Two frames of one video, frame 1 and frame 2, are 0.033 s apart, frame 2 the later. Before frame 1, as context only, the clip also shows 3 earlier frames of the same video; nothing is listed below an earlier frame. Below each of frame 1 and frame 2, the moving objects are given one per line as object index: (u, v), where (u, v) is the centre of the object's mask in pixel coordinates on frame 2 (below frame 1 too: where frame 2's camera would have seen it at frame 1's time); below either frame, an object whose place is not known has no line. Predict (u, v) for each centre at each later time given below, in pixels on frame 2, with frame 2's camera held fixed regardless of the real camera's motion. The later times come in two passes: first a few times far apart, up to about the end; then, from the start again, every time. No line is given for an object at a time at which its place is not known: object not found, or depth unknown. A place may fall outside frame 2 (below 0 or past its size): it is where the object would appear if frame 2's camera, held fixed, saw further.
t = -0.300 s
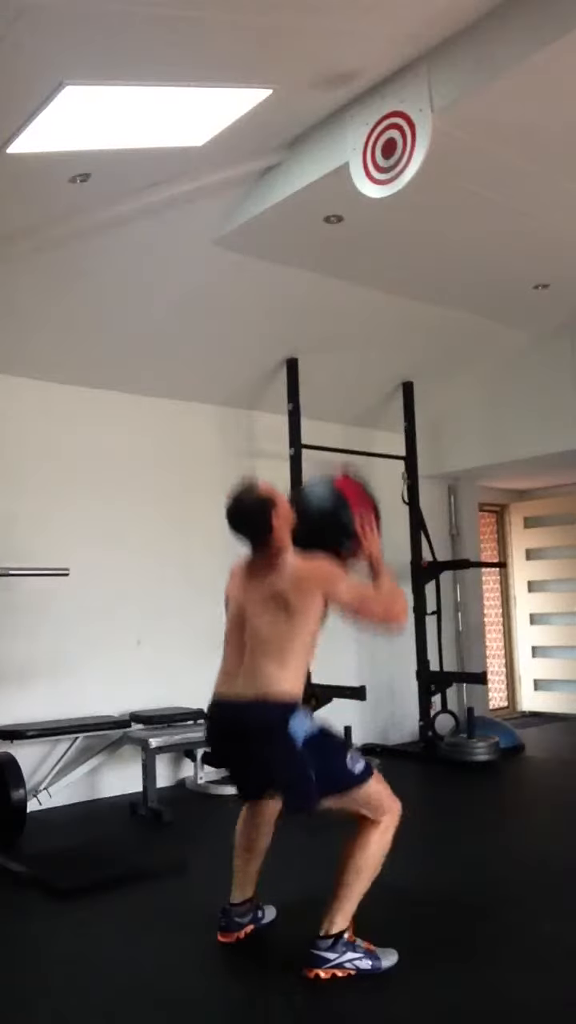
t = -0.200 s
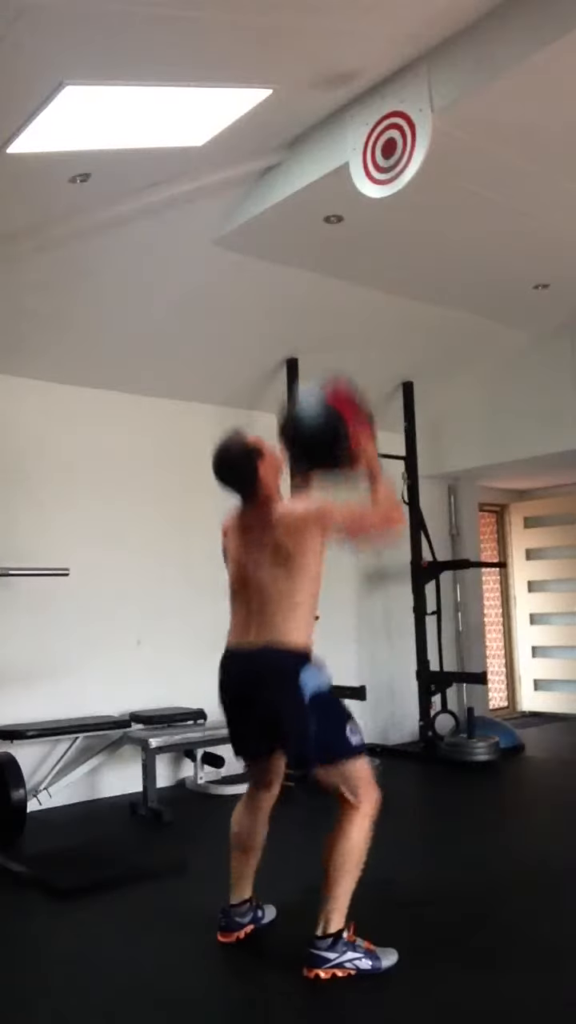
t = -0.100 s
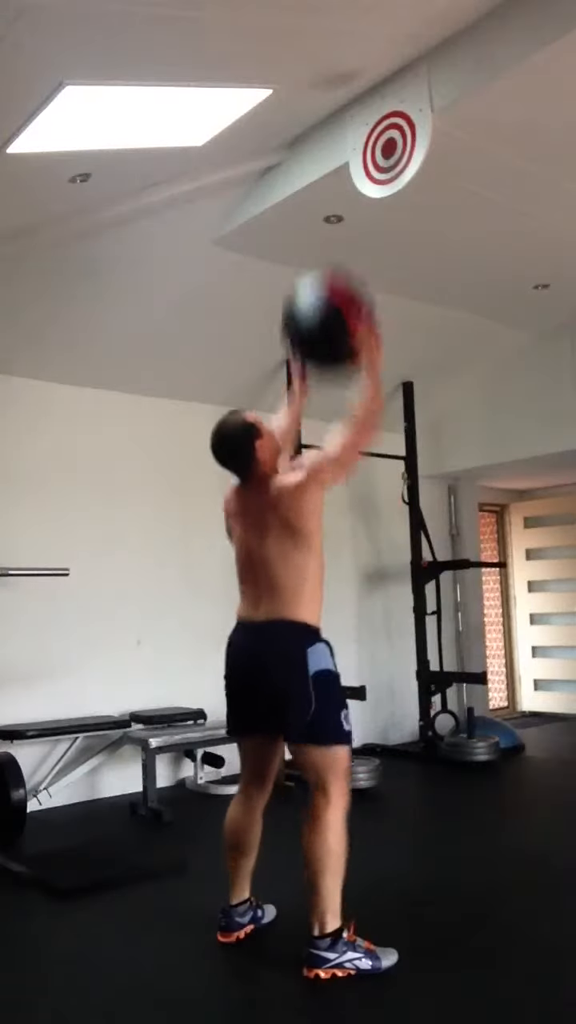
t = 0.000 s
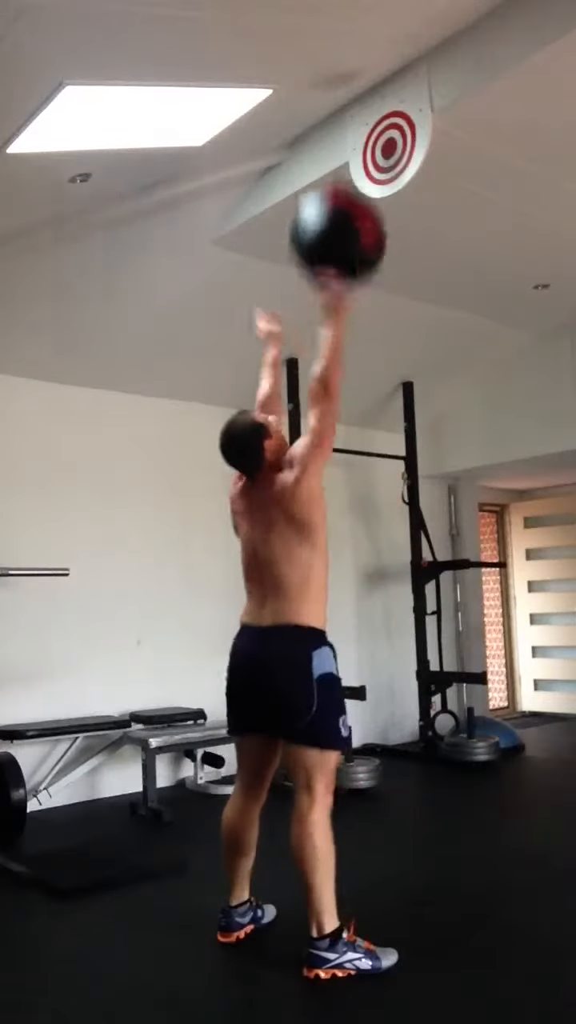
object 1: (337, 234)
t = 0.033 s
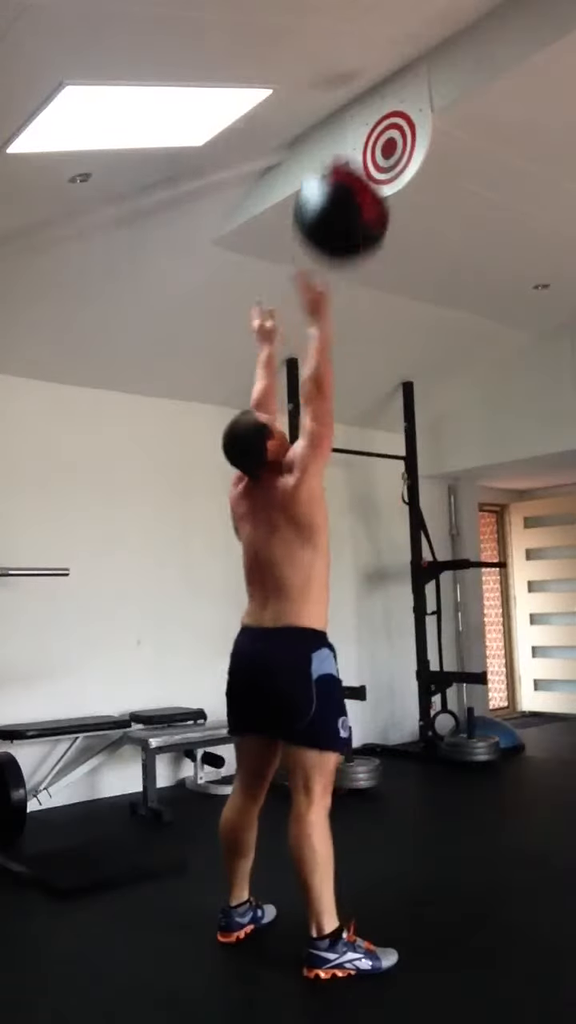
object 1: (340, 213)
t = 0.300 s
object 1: (364, 129)
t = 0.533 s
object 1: (345, 174)
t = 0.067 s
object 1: (343, 192)
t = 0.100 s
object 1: (345, 175)
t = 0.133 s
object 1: (351, 161)
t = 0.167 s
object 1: (353, 149)
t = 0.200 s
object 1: (356, 140)
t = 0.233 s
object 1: (364, 136)
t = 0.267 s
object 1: (365, 131)
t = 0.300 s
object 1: (364, 129)
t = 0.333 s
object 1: (364, 131)
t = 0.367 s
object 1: (358, 128)
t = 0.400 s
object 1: (355, 132)
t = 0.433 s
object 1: (352, 138)
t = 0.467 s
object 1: (353, 148)
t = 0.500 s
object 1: (350, 159)
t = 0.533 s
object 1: (345, 174)
